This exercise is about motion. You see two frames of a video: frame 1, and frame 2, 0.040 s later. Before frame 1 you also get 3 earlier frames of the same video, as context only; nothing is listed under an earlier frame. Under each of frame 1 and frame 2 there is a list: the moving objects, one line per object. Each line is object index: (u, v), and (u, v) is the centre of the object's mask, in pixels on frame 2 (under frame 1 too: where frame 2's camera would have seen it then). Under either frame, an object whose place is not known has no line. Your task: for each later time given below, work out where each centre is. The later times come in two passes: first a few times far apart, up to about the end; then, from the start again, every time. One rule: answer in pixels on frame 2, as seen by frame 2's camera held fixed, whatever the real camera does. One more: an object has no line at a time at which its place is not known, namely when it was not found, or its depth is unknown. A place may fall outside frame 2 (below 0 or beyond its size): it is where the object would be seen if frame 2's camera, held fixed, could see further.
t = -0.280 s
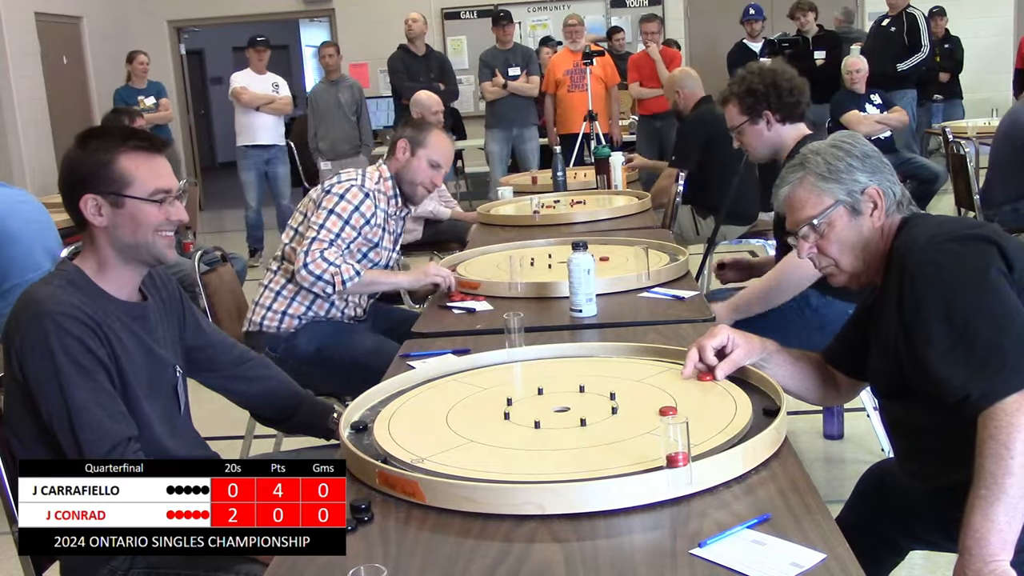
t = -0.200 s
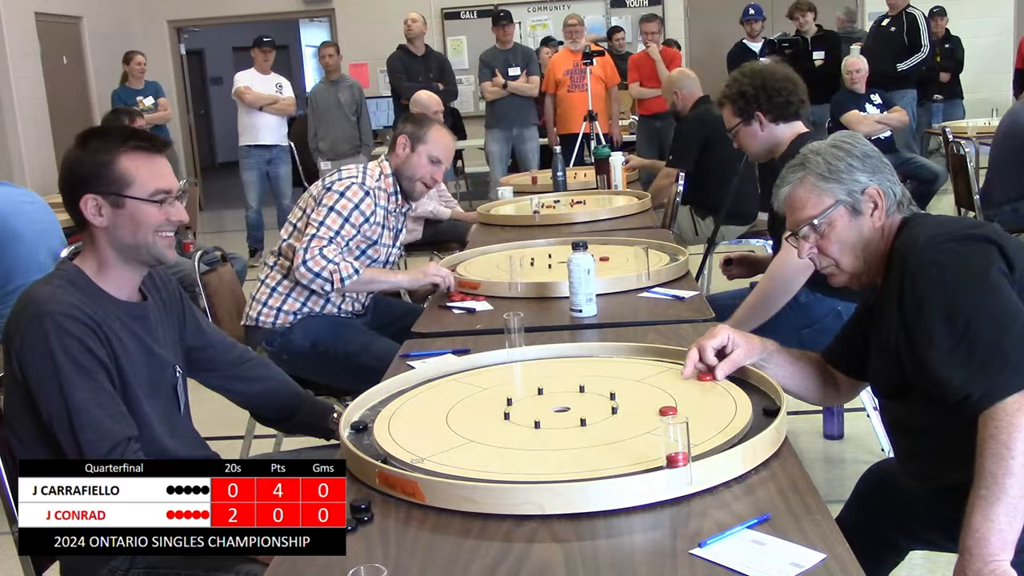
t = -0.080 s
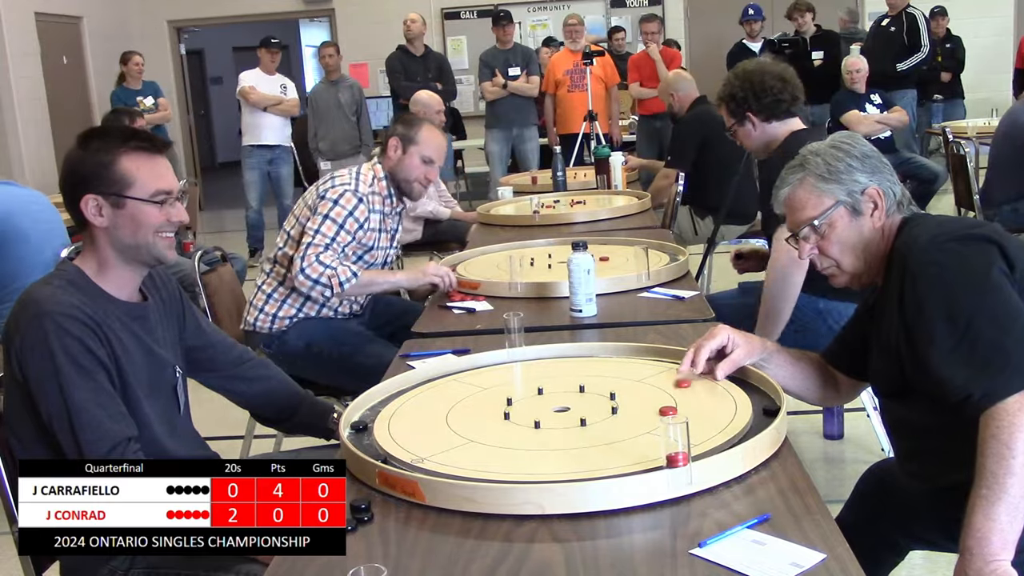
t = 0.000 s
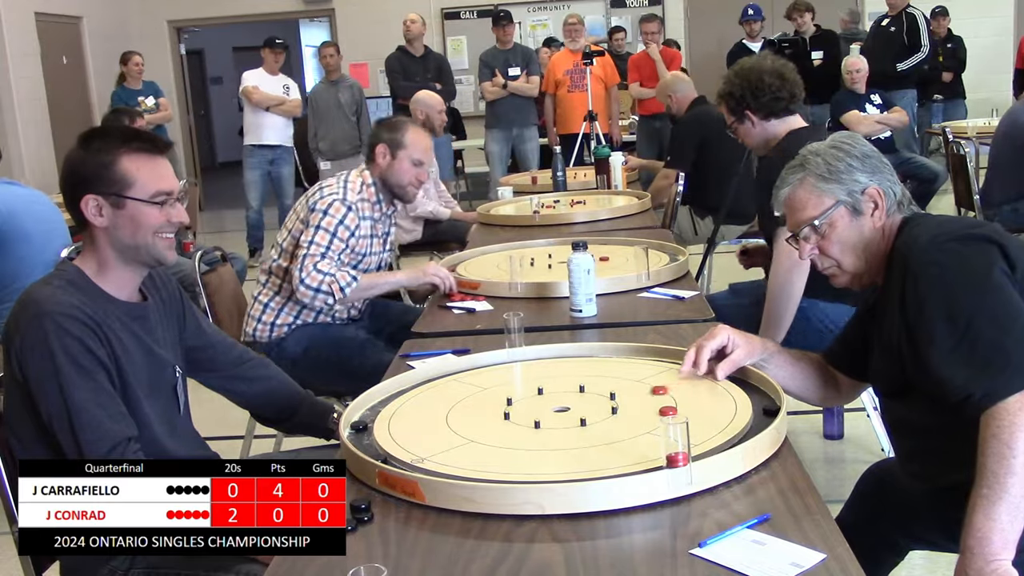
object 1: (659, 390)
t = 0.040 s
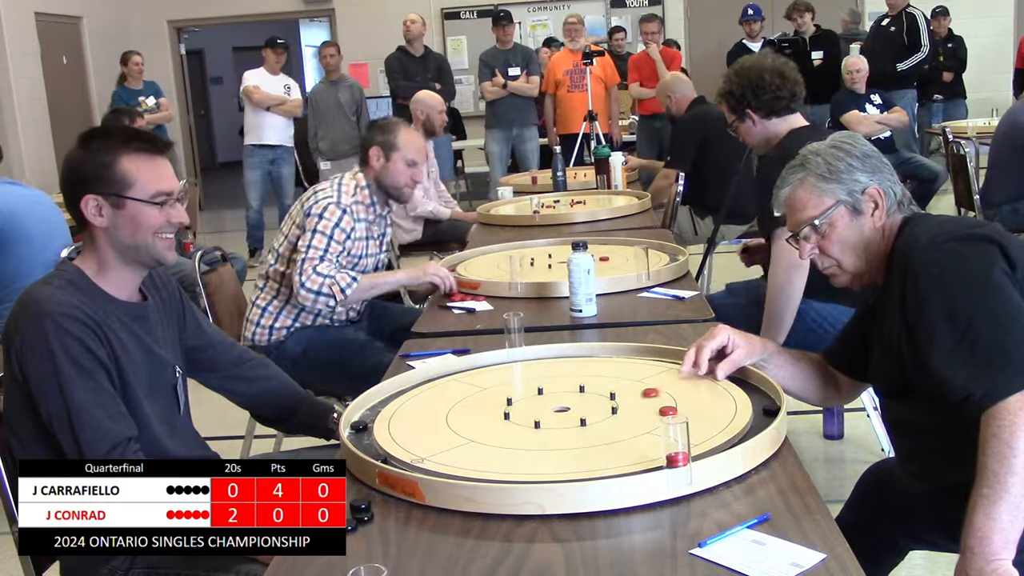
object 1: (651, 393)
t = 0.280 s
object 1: (602, 407)
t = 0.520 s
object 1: (571, 416)
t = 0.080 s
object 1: (642, 395)
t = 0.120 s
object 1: (631, 398)
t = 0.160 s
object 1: (623, 401)
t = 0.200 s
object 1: (613, 403)
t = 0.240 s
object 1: (607, 405)
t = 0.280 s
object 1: (602, 407)
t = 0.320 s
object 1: (594, 410)
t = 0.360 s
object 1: (588, 411)
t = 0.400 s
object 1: (582, 413)
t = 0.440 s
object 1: (579, 414)
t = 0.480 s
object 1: (575, 415)
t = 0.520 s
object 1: (571, 416)
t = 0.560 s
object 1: (569, 417)
